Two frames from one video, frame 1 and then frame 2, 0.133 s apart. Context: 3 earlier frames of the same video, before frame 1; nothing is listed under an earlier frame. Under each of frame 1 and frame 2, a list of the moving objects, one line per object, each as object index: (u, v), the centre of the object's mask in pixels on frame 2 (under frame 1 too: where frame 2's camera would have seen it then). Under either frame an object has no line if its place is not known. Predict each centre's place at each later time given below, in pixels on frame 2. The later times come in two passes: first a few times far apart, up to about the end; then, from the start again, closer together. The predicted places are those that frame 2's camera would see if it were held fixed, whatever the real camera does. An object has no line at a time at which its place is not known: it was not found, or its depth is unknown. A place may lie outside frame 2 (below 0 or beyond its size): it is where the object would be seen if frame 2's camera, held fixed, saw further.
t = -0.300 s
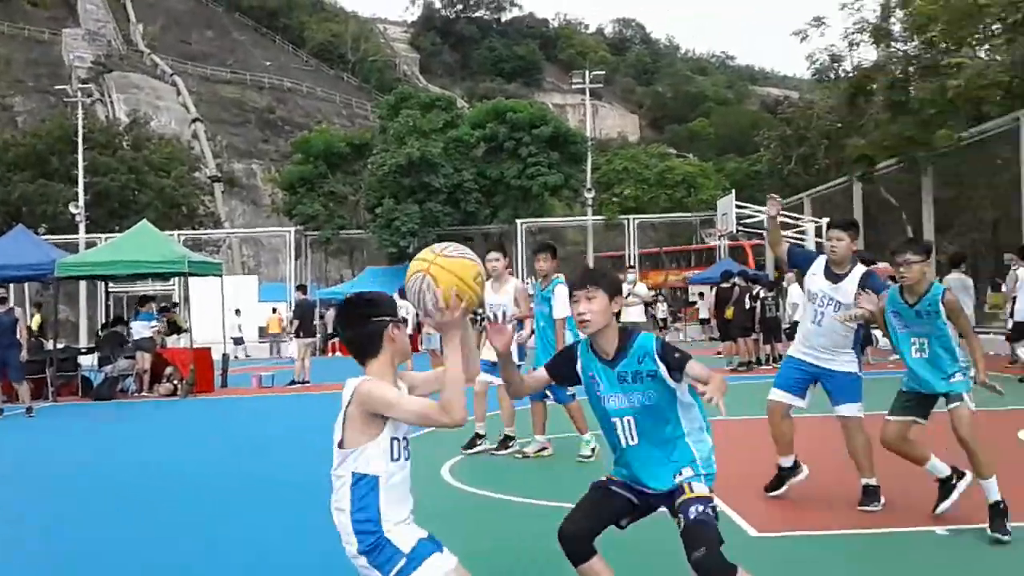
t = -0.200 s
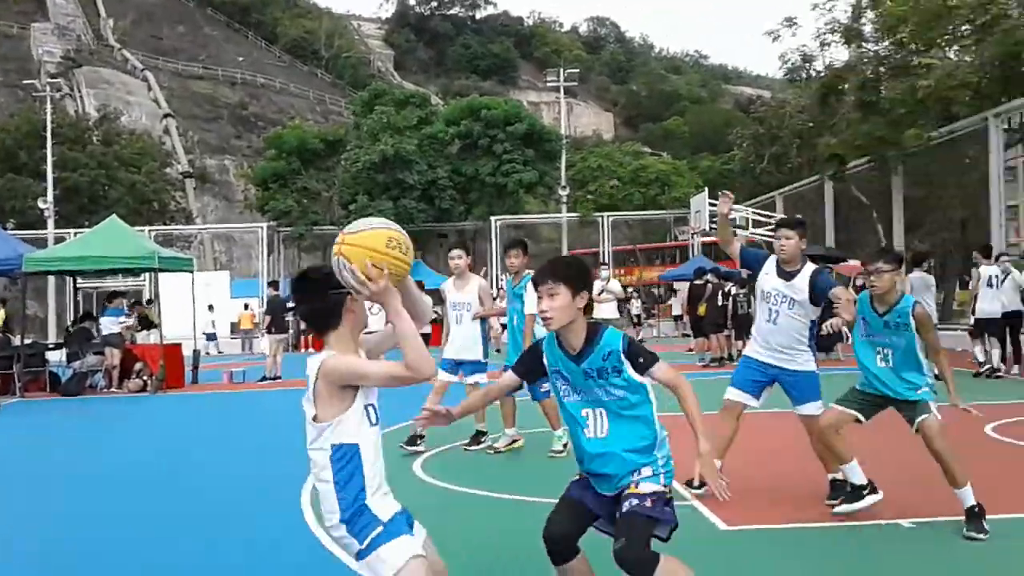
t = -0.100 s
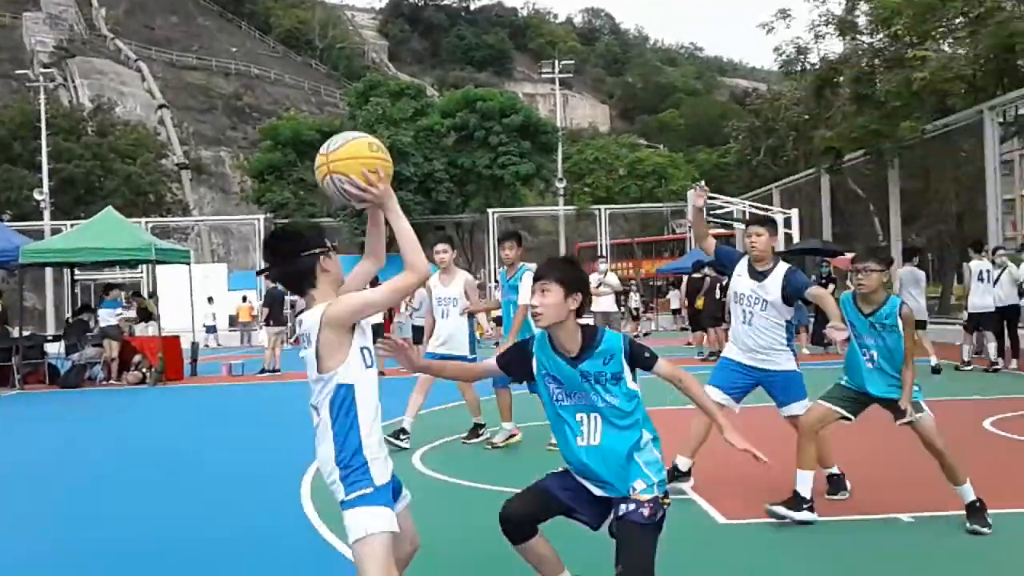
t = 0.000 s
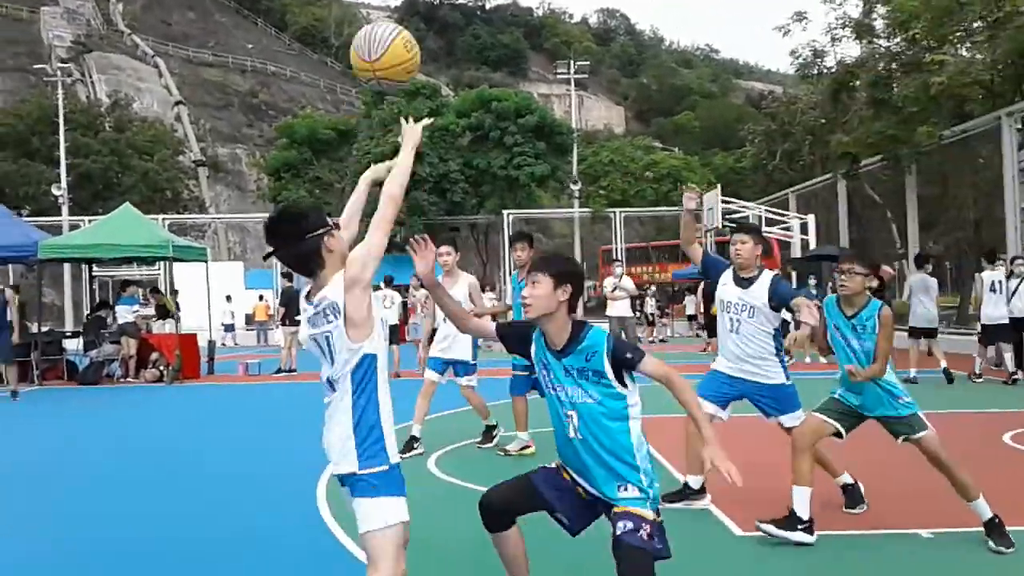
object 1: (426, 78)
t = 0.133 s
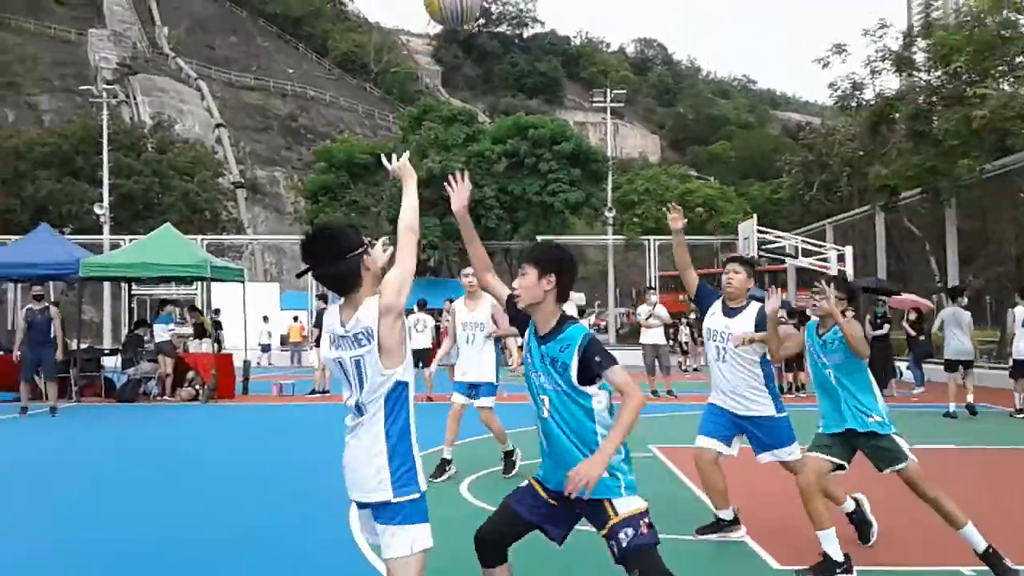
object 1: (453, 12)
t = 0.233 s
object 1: (474, -8)
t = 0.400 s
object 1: (489, -12)
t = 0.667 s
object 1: (517, 85)
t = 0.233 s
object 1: (474, -8)
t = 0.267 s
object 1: (470, -12)
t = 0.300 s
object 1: (476, -14)
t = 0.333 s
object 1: (485, -14)
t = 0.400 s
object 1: (489, -12)
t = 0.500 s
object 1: (502, 12)
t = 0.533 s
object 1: (504, 26)
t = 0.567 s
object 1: (508, 41)
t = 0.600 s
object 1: (511, 55)
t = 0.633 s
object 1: (513, 72)
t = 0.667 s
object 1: (517, 85)
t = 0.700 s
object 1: (521, 104)
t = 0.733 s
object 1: (521, 123)
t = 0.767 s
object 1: (525, 143)
